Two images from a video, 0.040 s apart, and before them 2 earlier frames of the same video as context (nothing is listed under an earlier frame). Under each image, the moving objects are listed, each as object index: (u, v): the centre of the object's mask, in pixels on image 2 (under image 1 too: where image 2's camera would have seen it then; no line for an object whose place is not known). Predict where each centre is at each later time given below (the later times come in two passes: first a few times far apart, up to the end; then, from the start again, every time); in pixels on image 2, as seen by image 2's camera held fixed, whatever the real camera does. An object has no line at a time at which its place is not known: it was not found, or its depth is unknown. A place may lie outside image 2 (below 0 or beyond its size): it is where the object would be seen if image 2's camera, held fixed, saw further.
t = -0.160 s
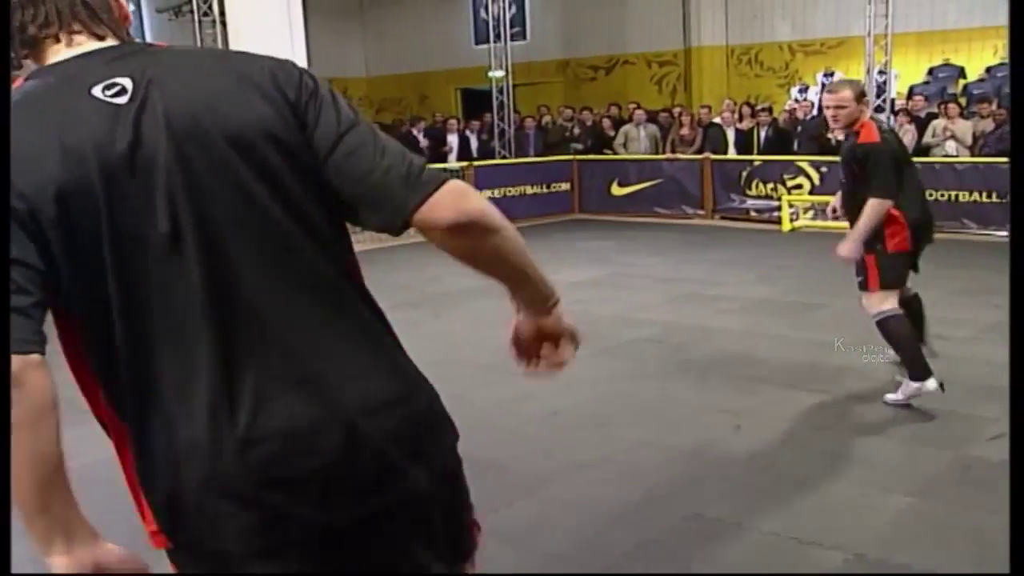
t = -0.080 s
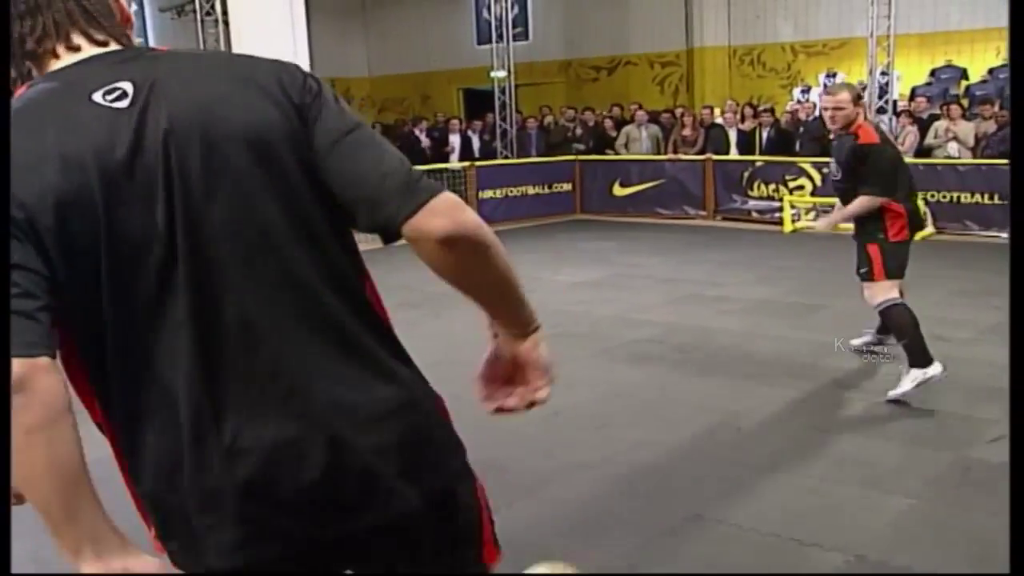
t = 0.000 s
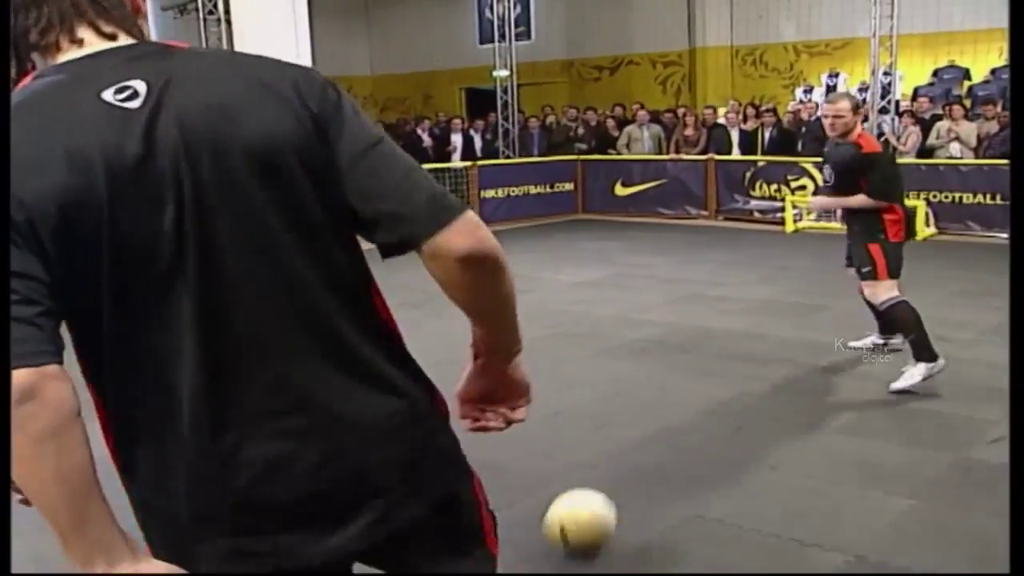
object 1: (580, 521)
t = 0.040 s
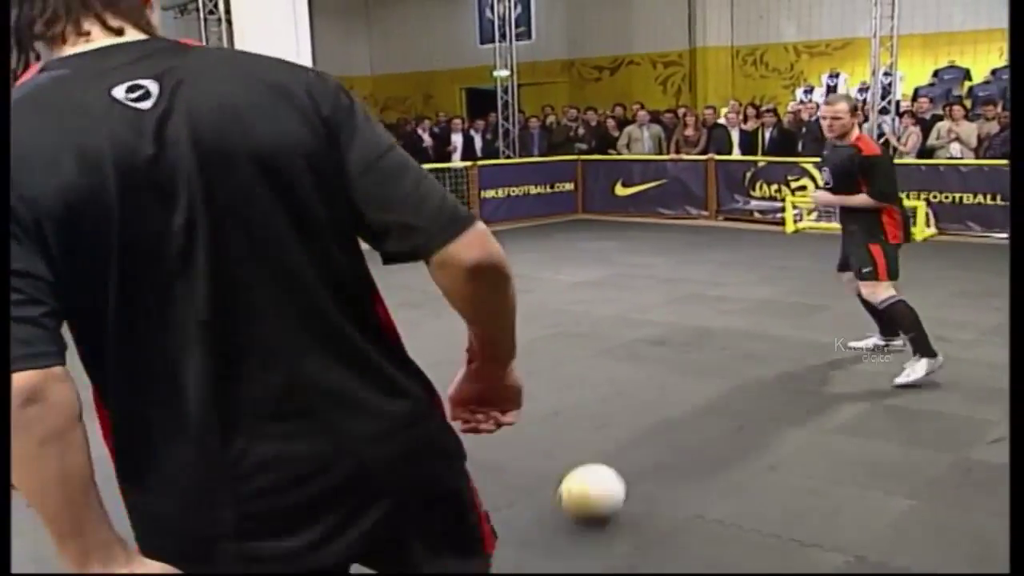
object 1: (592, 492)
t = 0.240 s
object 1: (624, 401)
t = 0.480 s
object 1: (647, 347)
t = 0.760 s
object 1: (664, 313)
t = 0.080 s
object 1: (600, 469)
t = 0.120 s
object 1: (608, 448)
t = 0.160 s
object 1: (615, 430)
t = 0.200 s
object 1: (620, 415)
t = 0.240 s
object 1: (624, 401)
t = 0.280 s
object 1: (630, 389)
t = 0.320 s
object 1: (635, 379)
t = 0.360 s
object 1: (639, 370)
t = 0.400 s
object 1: (642, 362)
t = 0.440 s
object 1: (644, 353)
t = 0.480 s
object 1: (647, 347)
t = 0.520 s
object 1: (651, 341)
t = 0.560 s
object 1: (653, 336)
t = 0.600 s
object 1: (655, 330)
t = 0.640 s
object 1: (657, 325)
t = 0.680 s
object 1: (659, 321)
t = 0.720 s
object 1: (662, 317)
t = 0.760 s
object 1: (664, 313)
